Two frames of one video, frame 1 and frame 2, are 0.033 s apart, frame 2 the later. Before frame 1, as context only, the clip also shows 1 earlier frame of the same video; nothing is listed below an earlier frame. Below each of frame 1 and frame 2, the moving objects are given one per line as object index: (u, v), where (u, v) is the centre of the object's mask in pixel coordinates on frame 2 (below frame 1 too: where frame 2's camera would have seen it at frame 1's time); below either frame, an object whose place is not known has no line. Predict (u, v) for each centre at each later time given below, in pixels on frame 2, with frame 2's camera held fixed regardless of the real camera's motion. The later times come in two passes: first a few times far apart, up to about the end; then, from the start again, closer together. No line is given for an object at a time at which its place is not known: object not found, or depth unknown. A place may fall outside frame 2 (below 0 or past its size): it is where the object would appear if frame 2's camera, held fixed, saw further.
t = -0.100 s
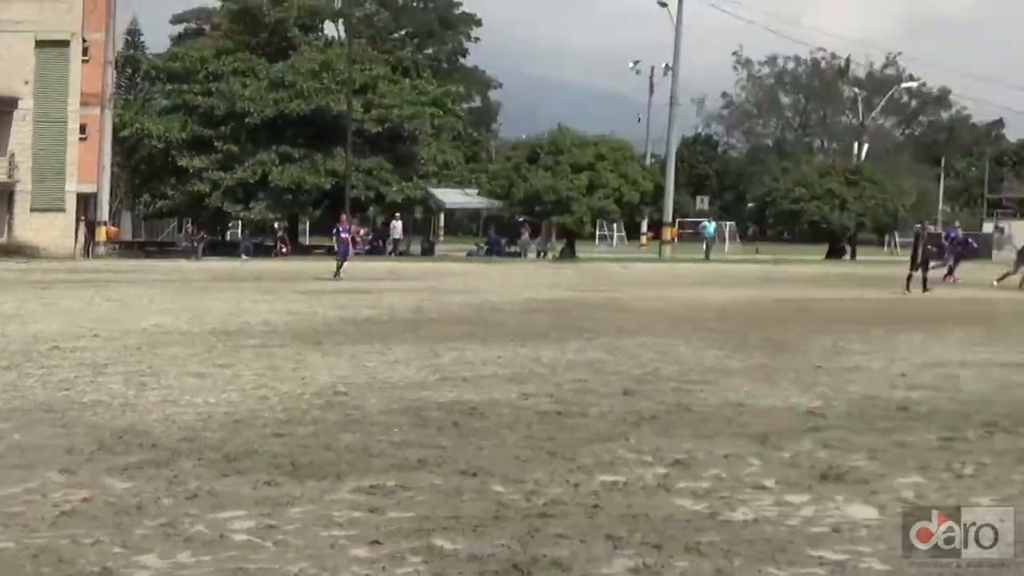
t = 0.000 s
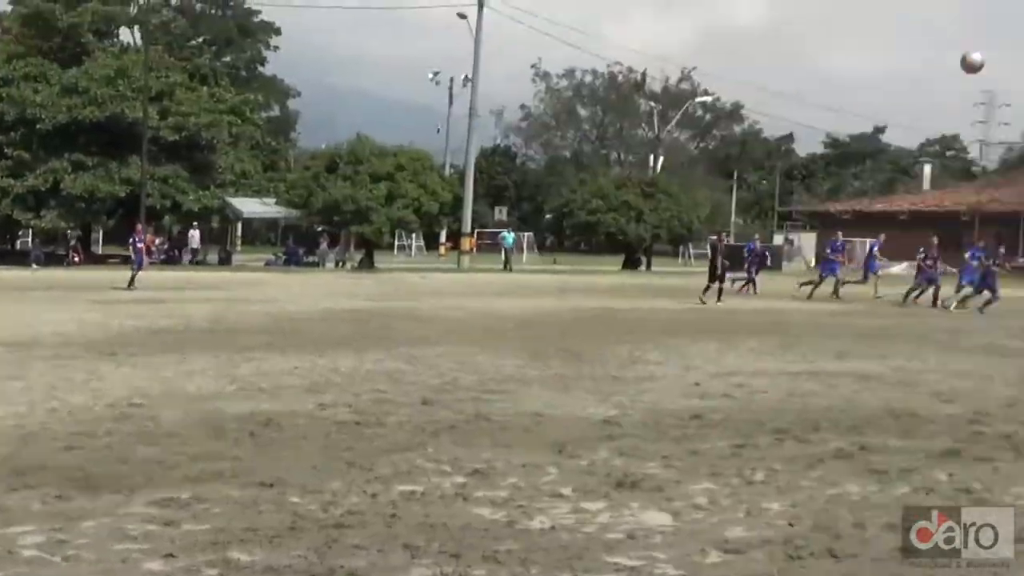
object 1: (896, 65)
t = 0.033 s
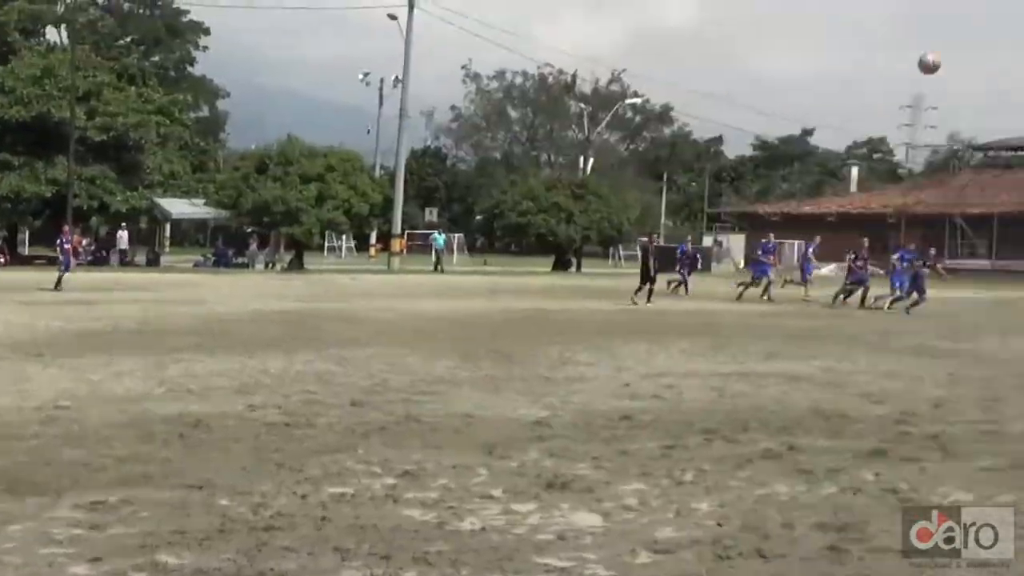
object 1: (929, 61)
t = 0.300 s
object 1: (1143, 70)
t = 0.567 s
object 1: (1308, 135)
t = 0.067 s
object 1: (960, 58)
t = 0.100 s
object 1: (990, 56)
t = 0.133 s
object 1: (1017, 58)
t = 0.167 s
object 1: (1044, 60)
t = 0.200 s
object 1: (1070, 63)
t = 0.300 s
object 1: (1143, 70)
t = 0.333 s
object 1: (1162, 76)
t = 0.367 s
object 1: (1182, 82)
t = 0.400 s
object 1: (1200, 92)
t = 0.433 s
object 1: (1219, 101)
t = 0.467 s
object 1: (1241, 111)
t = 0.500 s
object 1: (1261, 119)
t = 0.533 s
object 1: (1286, 127)
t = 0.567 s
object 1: (1308, 135)
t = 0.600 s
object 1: (1328, 143)
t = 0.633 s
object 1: (1349, 151)
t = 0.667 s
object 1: (1371, 158)
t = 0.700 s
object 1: (1391, 169)
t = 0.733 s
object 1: (1412, 180)
